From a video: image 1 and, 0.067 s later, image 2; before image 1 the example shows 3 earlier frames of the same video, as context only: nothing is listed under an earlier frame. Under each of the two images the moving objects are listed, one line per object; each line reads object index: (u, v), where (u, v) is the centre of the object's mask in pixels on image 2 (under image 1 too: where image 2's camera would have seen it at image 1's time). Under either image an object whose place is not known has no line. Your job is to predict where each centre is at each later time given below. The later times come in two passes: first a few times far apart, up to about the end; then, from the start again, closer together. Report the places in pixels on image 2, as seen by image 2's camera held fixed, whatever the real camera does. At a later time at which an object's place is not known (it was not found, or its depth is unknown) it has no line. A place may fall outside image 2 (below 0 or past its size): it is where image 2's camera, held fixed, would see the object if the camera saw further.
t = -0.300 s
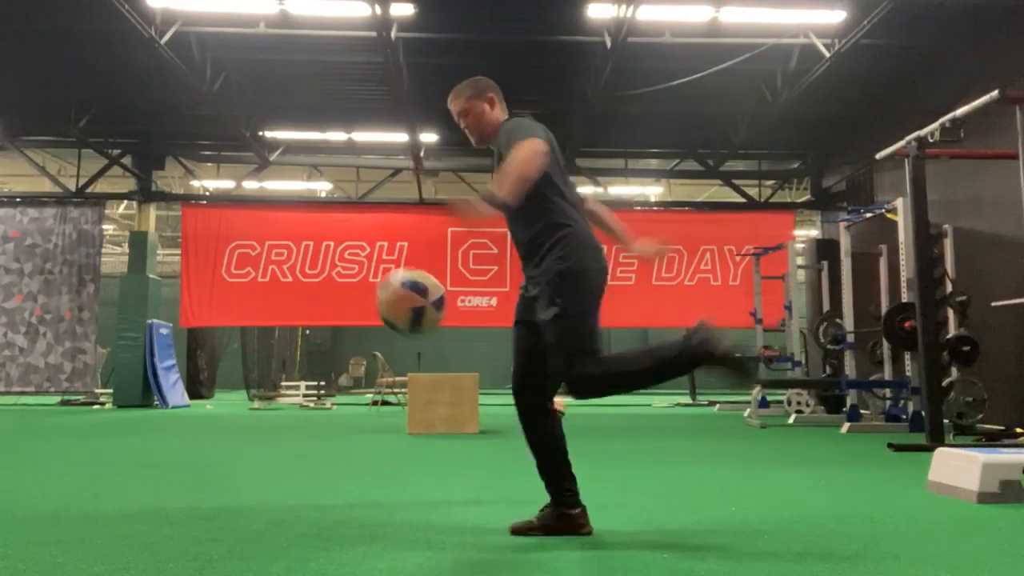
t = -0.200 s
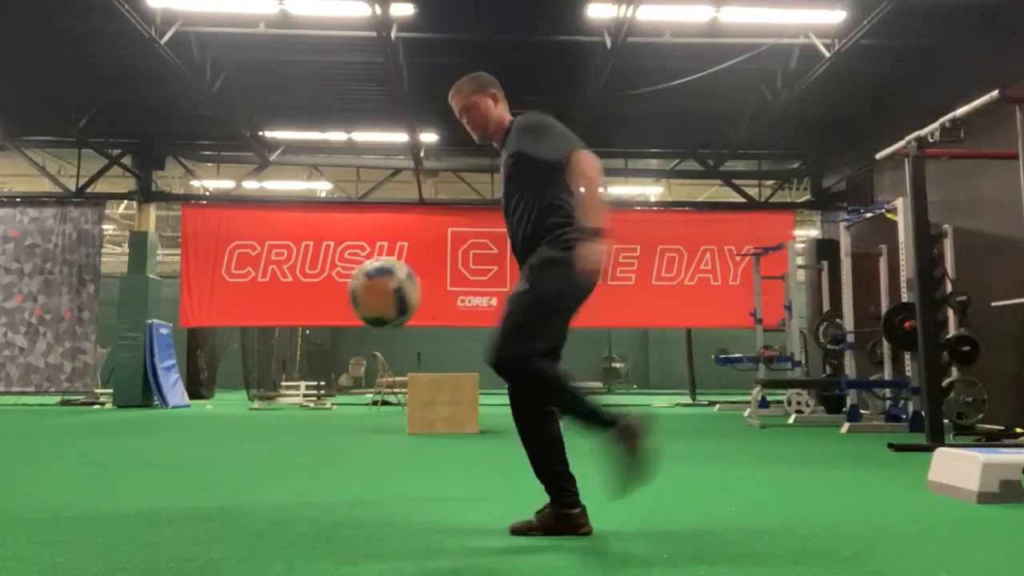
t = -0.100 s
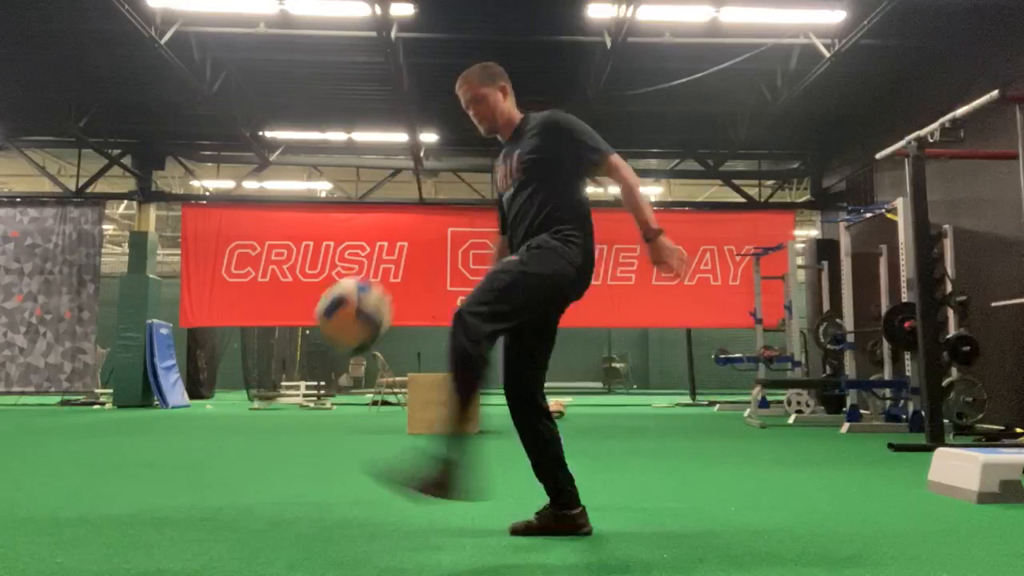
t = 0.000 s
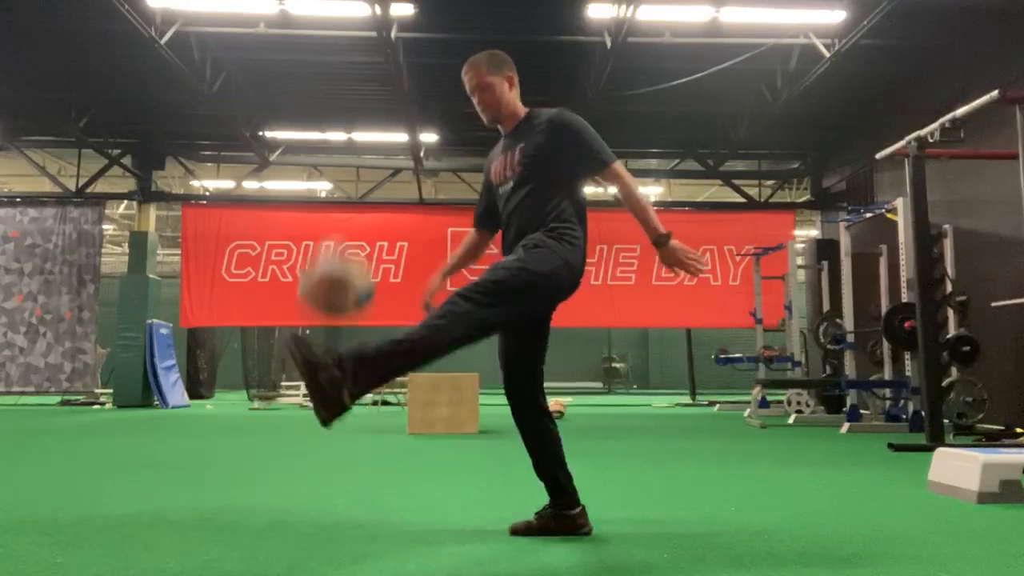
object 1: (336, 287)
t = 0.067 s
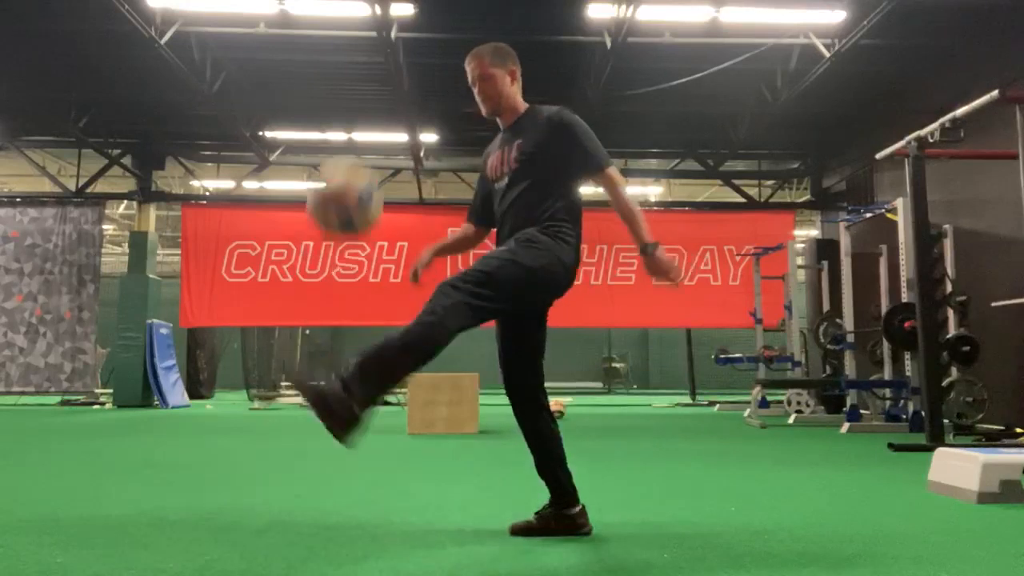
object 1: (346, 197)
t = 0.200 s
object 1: (359, 95)
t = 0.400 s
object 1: (376, 53)
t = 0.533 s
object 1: (386, 86)
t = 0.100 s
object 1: (349, 169)
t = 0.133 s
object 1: (353, 137)
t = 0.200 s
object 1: (359, 95)
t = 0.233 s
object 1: (362, 83)
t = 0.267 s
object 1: (366, 70)
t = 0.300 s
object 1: (368, 61)
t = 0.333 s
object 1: (371, 54)
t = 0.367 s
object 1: (374, 52)
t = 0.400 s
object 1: (376, 53)
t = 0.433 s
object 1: (379, 57)
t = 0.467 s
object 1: (381, 65)
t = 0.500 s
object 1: (383, 75)
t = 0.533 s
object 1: (386, 86)
